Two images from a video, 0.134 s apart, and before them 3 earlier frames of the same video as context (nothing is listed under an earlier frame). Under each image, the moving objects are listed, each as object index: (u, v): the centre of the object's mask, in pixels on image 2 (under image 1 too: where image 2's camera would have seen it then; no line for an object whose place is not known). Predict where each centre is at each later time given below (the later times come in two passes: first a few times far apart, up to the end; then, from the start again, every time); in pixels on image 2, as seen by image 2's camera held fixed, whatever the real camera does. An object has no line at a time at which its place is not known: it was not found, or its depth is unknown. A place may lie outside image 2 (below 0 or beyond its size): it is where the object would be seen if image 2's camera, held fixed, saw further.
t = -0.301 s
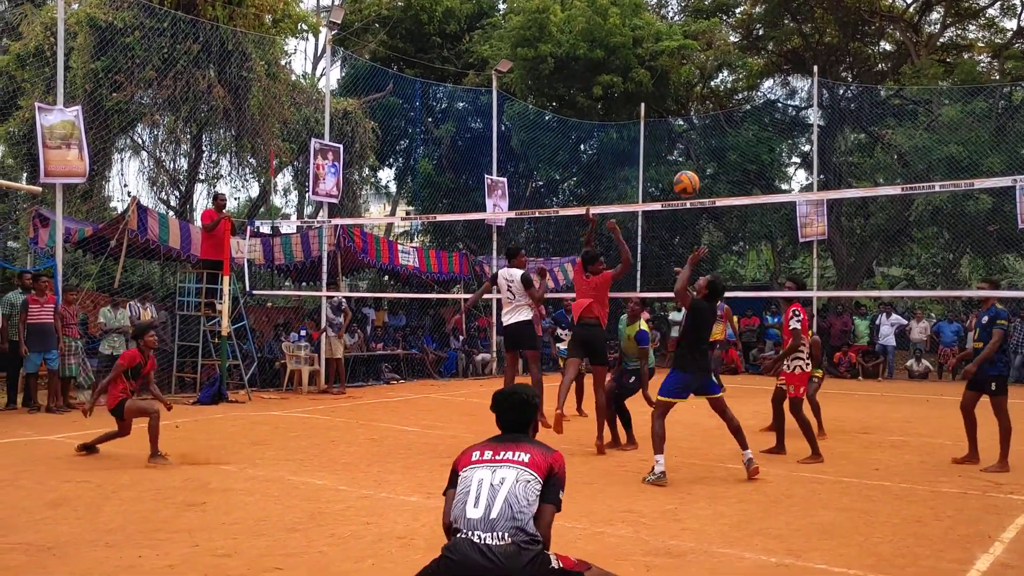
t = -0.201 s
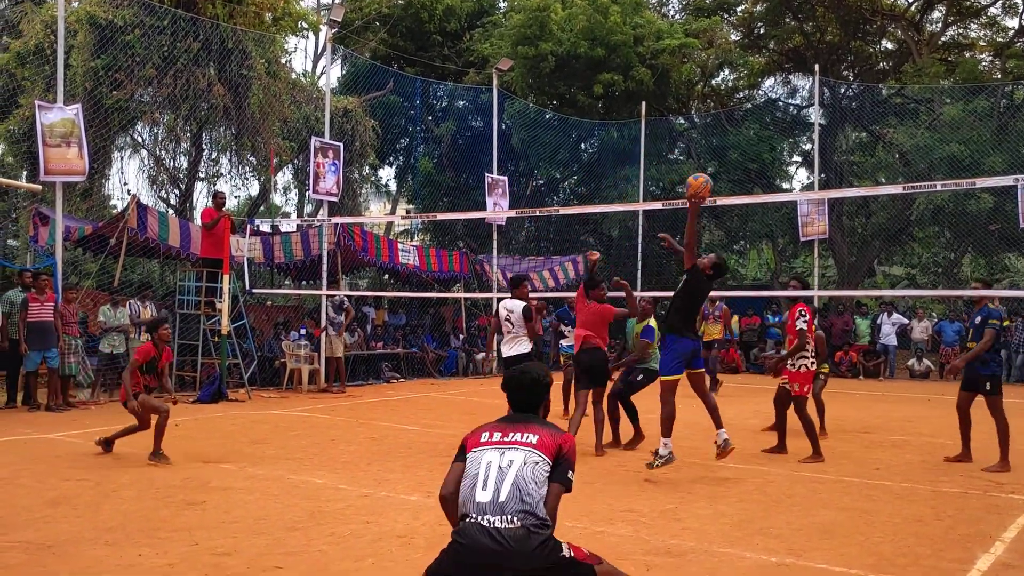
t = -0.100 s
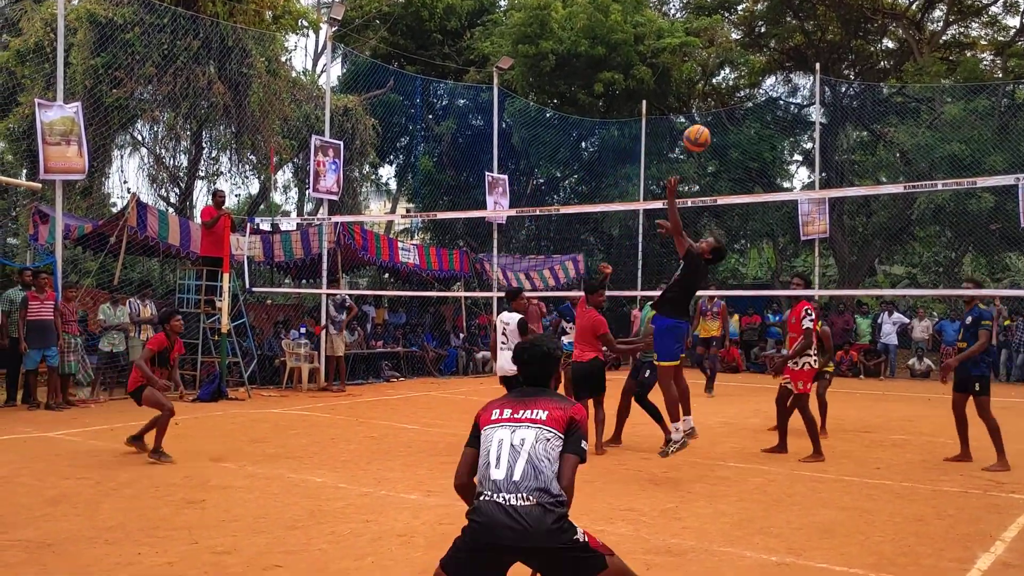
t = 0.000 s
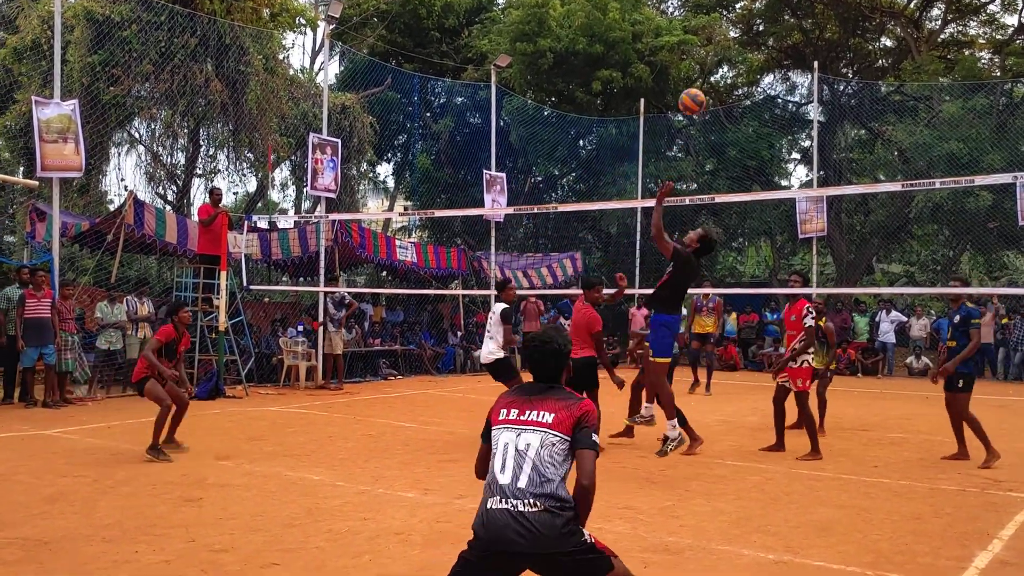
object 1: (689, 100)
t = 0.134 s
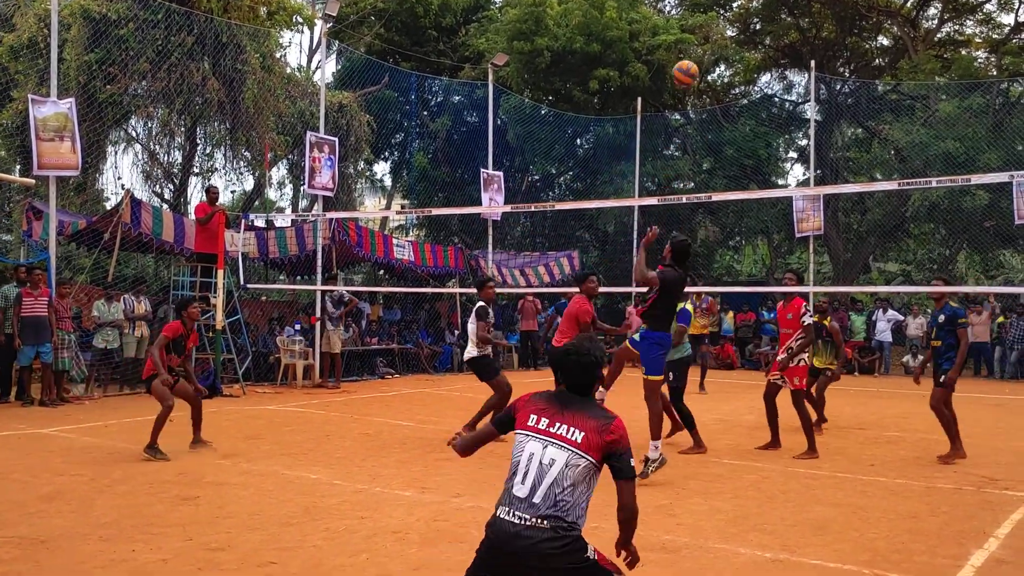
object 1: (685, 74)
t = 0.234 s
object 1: (682, 68)
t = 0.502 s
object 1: (675, 104)
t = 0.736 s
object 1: (668, 200)
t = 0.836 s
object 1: (665, 257)
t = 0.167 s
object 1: (684, 71)
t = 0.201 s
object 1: (683, 69)
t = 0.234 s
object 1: (682, 68)
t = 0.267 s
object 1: (682, 68)
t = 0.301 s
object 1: (681, 69)
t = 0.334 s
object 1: (680, 72)
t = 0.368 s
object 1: (679, 76)
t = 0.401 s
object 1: (678, 81)
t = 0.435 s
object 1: (677, 88)
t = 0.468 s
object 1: (676, 96)
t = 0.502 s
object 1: (675, 104)
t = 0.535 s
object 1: (674, 115)
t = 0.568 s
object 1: (673, 126)
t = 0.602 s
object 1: (672, 139)
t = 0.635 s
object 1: (671, 152)
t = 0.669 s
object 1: (670, 167)
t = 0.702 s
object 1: (669, 183)
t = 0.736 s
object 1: (668, 200)
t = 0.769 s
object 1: (668, 217)
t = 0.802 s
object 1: (667, 236)
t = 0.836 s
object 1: (665, 257)
